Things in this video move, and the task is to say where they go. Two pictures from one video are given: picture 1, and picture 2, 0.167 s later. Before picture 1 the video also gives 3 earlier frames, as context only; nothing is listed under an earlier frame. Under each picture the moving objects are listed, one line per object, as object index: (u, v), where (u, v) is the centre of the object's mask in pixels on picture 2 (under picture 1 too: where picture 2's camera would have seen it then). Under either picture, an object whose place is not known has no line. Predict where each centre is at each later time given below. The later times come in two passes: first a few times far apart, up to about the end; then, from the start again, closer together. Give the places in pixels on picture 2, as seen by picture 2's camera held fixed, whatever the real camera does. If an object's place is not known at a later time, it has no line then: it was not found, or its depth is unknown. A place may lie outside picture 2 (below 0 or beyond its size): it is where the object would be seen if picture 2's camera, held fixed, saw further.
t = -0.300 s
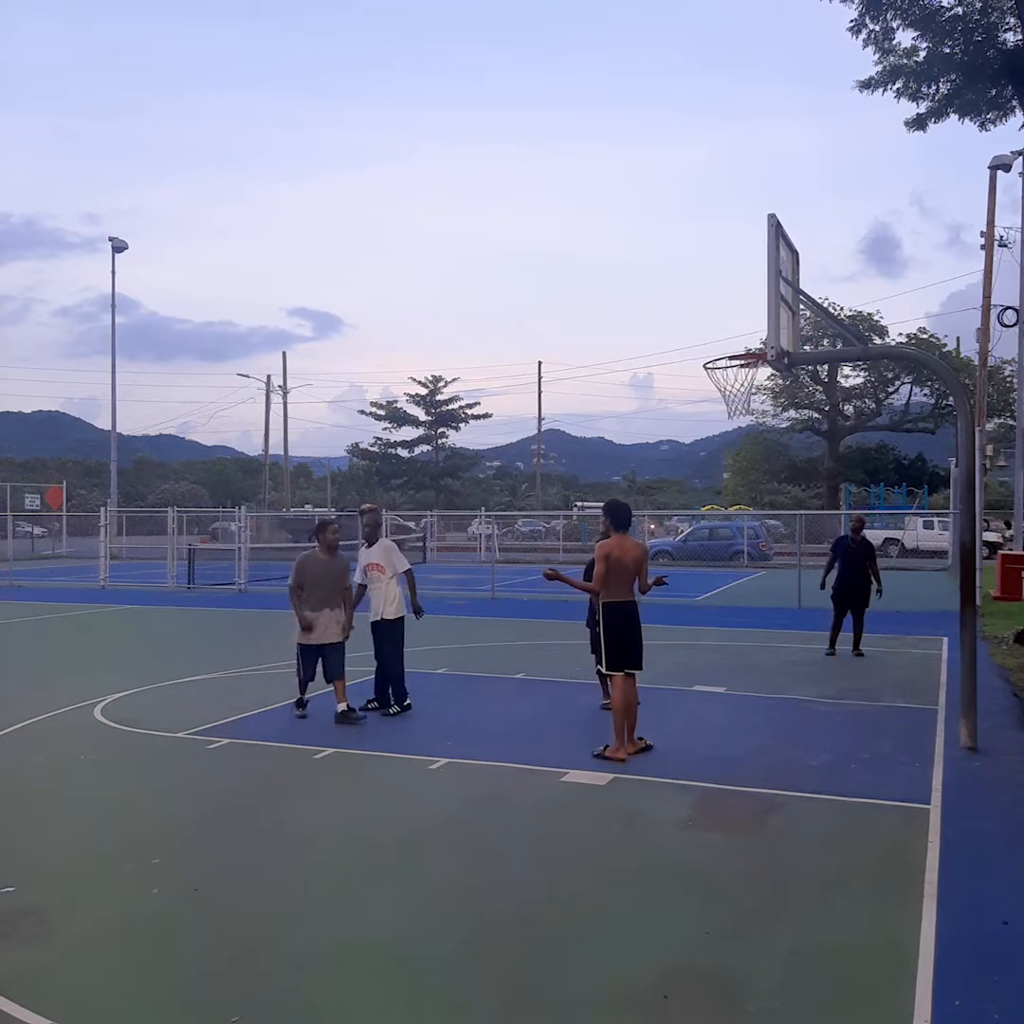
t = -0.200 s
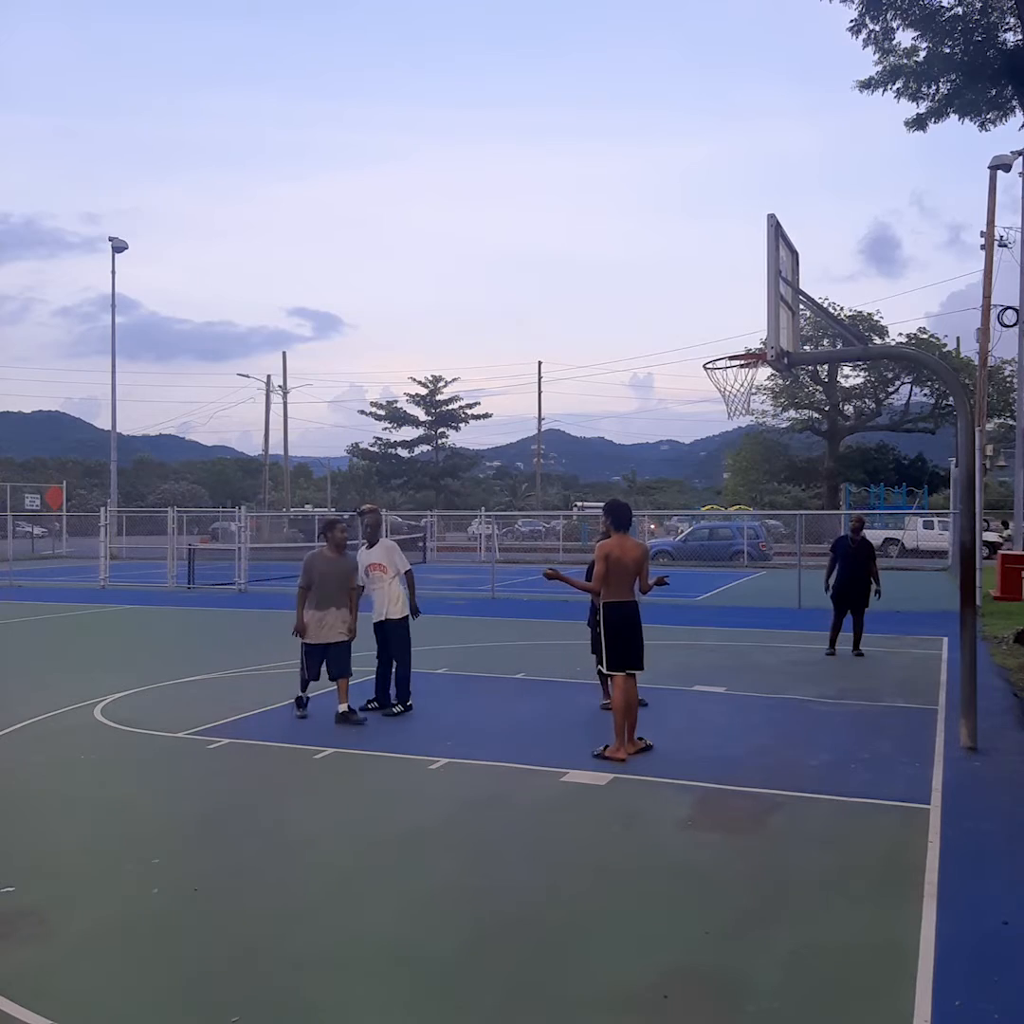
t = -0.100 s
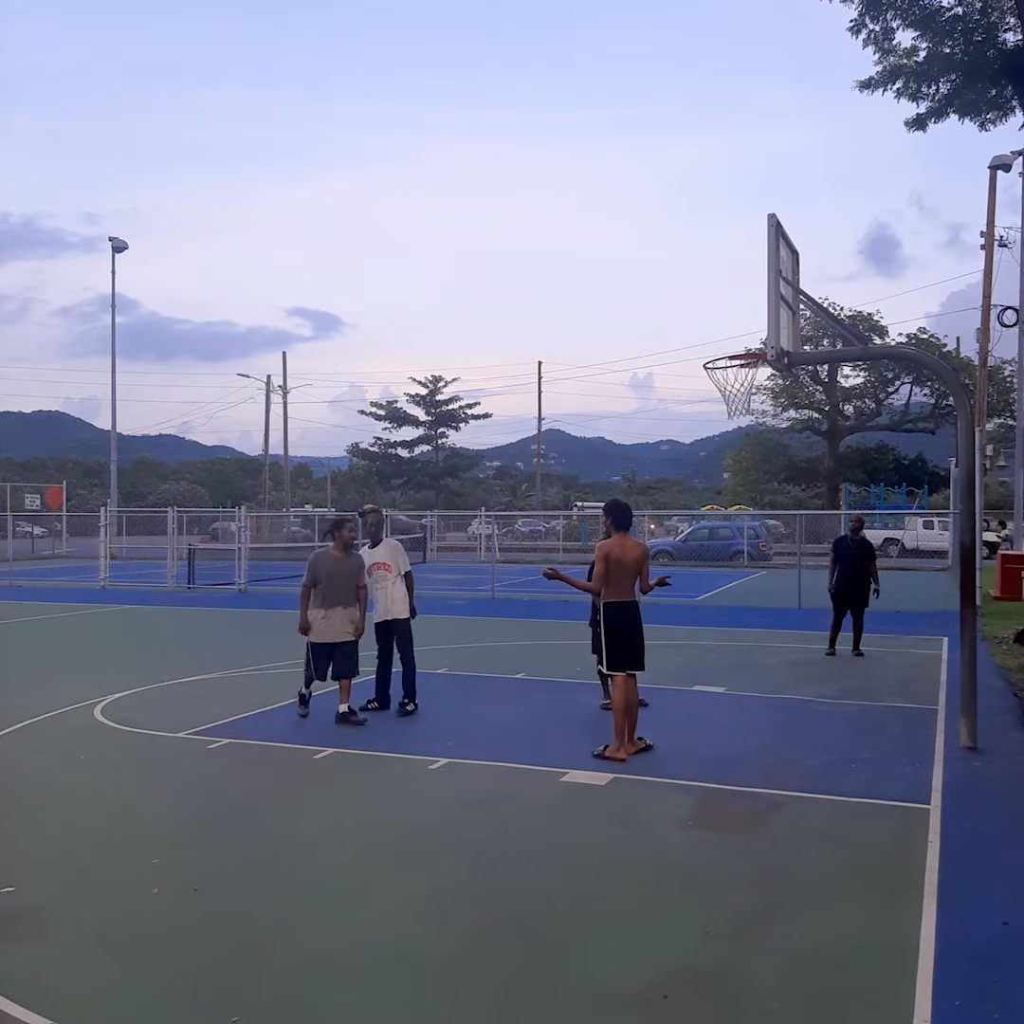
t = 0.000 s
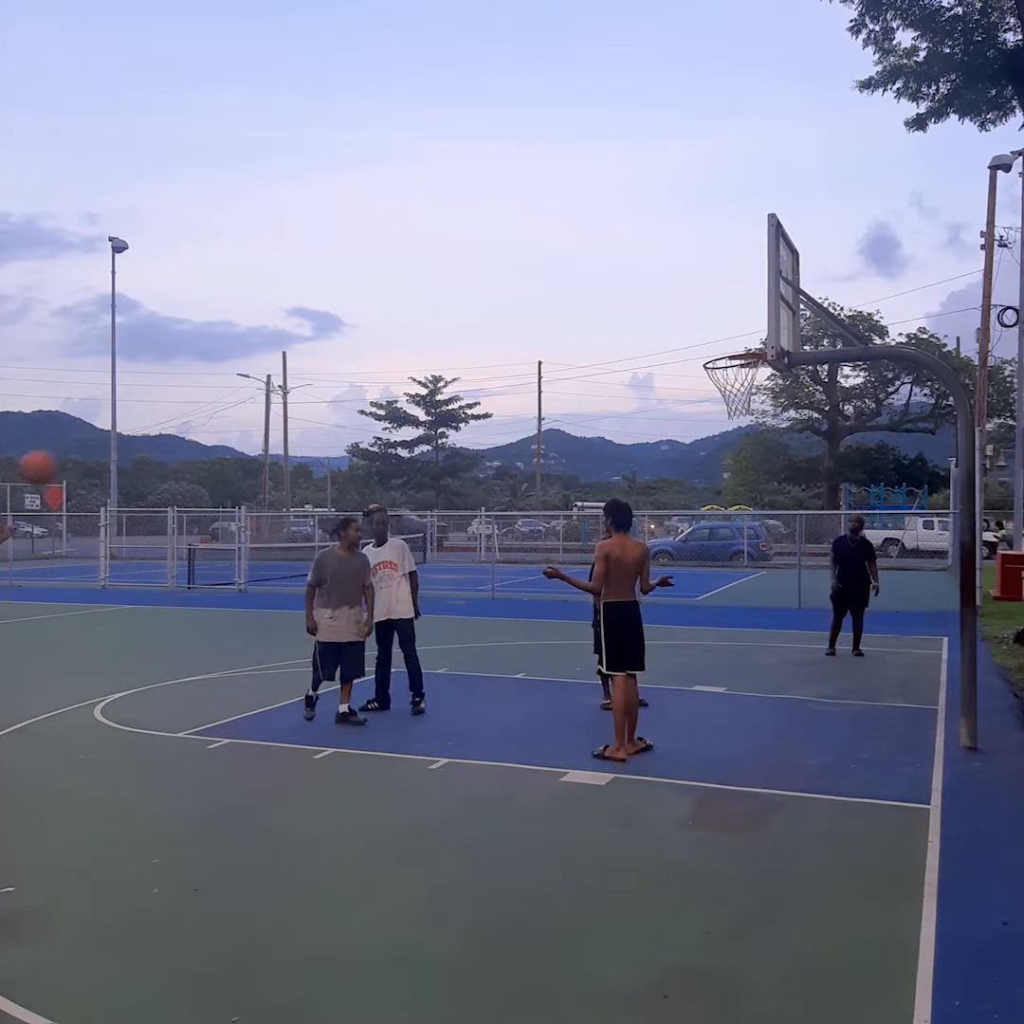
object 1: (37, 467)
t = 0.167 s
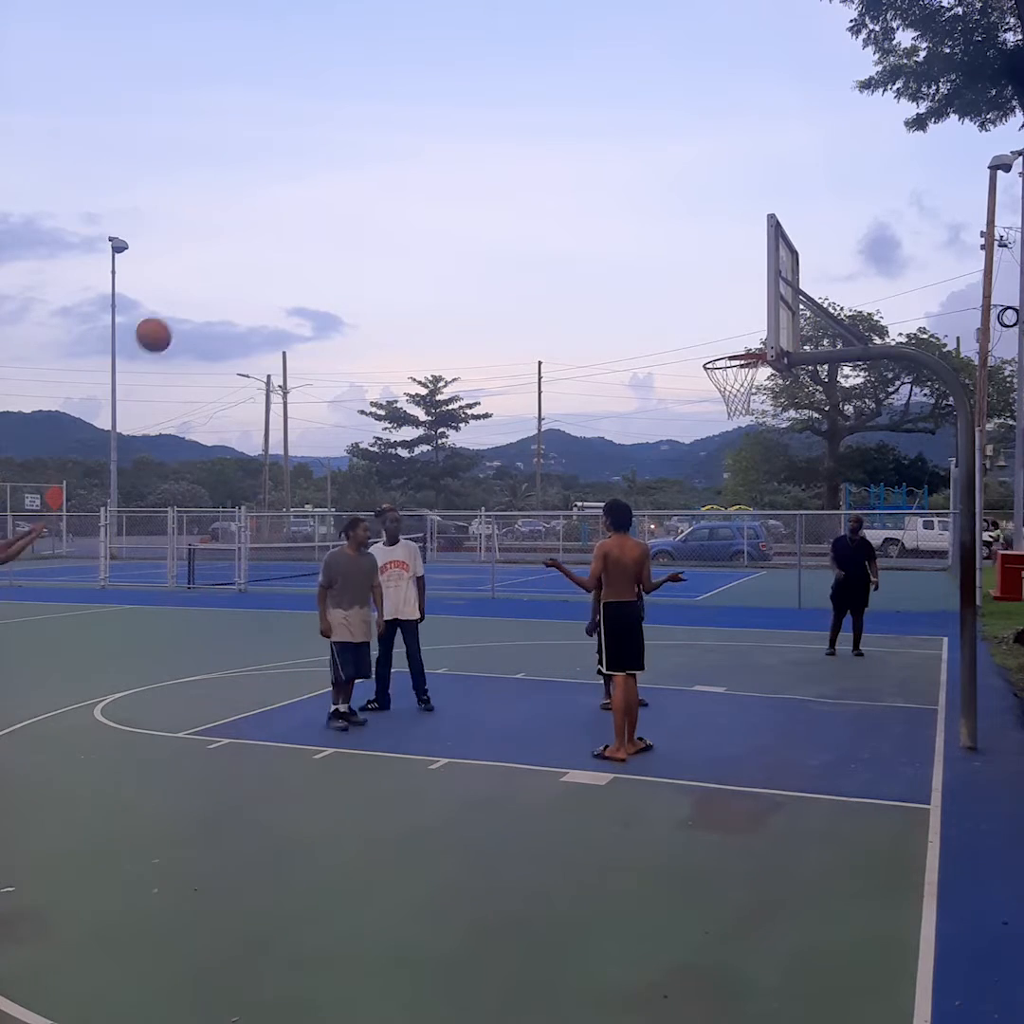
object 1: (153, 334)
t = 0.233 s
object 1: (197, 294)
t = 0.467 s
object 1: (344, 201)
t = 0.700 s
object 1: (481, 184)
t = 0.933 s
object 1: (608, 233)
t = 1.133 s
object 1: (710, 325)
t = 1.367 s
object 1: (773, 401)
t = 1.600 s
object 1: (836, 548)
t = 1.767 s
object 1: (892, 732)
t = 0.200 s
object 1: (175, 313)
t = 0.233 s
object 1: (197, 294)
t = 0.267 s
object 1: (219, 276)
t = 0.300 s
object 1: (240, 259)
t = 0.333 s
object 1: (261, 245)
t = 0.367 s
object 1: (282, 232)
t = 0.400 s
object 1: (303, 220)
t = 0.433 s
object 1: (323, 210)
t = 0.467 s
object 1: (344, 201)
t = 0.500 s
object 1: (364, 195)
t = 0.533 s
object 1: (384, 189)
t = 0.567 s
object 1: (403, 185)
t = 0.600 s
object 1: (423, 183)
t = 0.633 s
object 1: (442, 182)
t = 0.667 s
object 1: (461, 182)
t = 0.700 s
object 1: (481, 184)
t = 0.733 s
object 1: (499, 187)
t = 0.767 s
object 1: (518, 191)
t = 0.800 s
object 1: (536, 197)
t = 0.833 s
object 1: (554, 204)
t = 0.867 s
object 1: (572, 213)
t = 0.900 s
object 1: (590, 222)
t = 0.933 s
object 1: (608, 233)
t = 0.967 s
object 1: (625, 245)
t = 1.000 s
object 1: (642, 259)
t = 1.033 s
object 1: (660, 274)
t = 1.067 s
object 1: (676, 290)
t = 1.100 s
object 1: (693, 307)
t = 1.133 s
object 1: (710, 325)
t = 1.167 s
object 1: (726, 344)
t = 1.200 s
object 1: (736, 354)
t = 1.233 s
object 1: (743, 360)
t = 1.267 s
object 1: (750, 368)
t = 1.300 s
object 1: (757, 377)
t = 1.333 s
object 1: (765, 388)
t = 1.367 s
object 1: (773, 401)
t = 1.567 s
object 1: (827, 521)
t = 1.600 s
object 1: (836, 548)
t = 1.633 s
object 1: (846, 578)
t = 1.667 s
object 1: (858, 612)
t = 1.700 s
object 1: (869, 650)
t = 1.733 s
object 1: (881, 689)
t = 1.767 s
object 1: (892, 732)
